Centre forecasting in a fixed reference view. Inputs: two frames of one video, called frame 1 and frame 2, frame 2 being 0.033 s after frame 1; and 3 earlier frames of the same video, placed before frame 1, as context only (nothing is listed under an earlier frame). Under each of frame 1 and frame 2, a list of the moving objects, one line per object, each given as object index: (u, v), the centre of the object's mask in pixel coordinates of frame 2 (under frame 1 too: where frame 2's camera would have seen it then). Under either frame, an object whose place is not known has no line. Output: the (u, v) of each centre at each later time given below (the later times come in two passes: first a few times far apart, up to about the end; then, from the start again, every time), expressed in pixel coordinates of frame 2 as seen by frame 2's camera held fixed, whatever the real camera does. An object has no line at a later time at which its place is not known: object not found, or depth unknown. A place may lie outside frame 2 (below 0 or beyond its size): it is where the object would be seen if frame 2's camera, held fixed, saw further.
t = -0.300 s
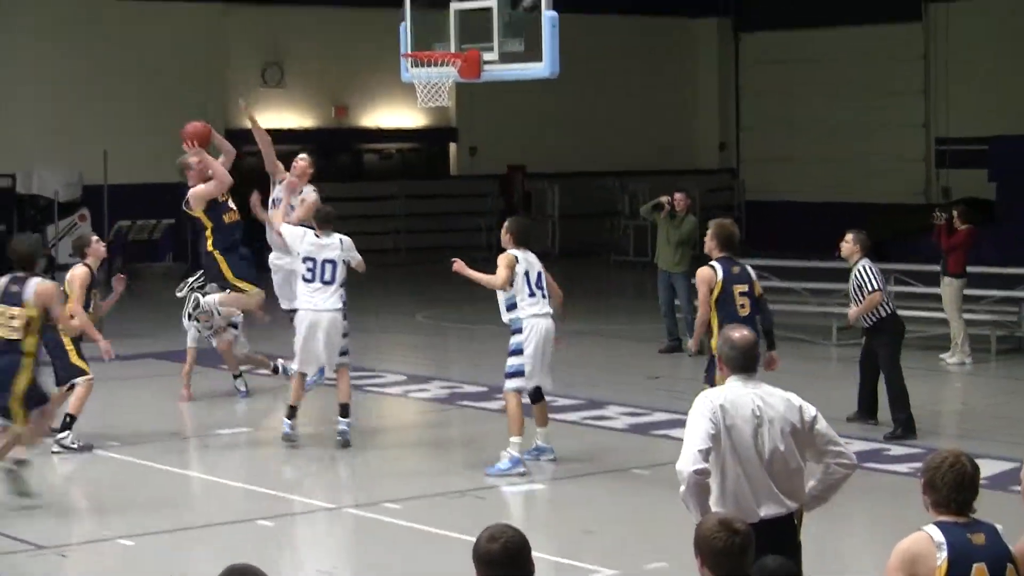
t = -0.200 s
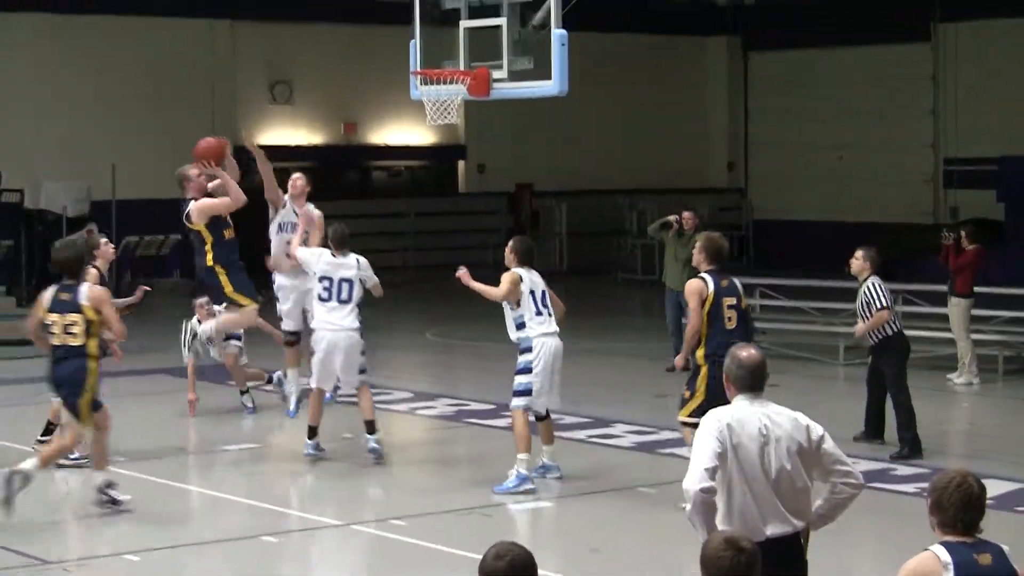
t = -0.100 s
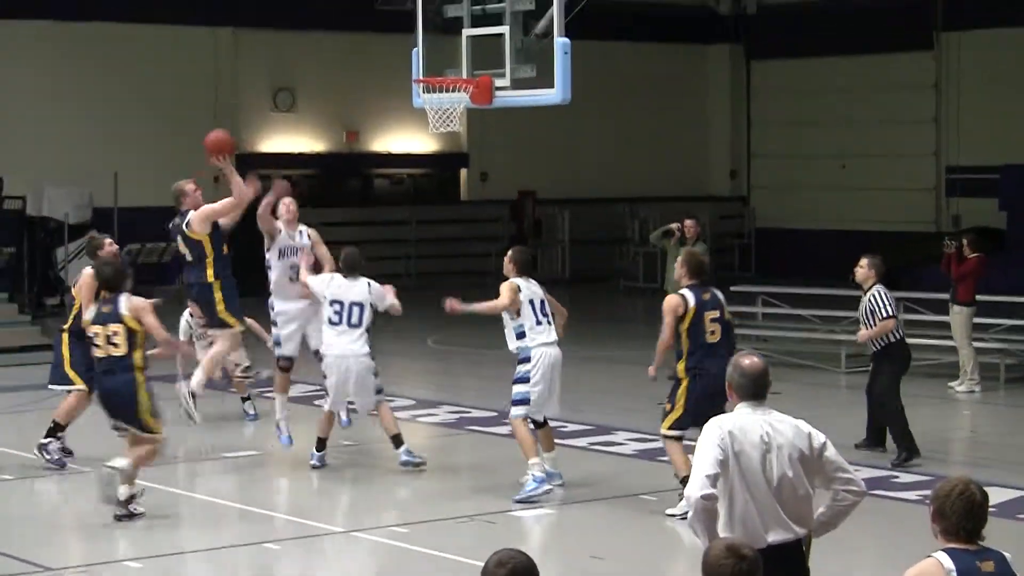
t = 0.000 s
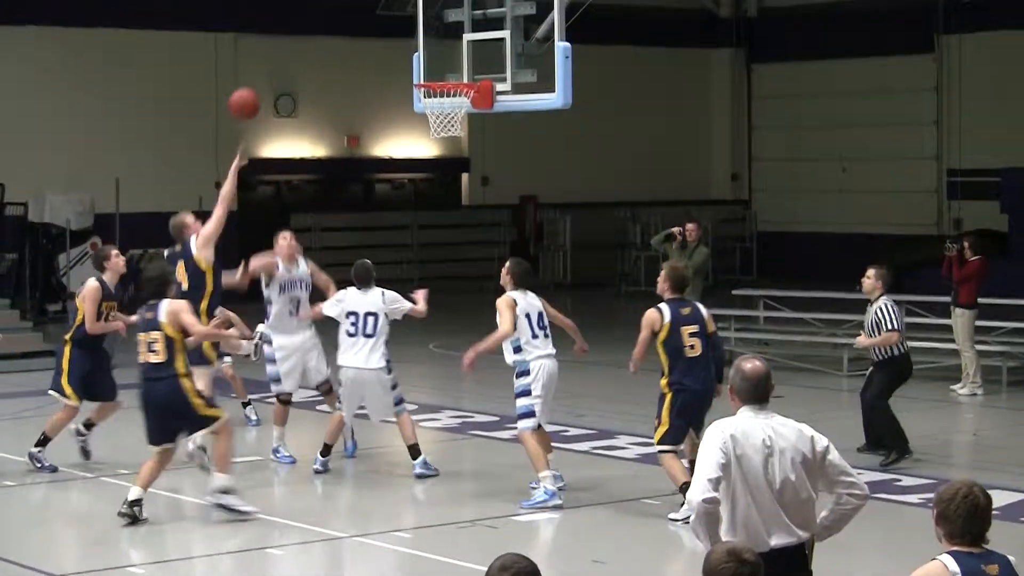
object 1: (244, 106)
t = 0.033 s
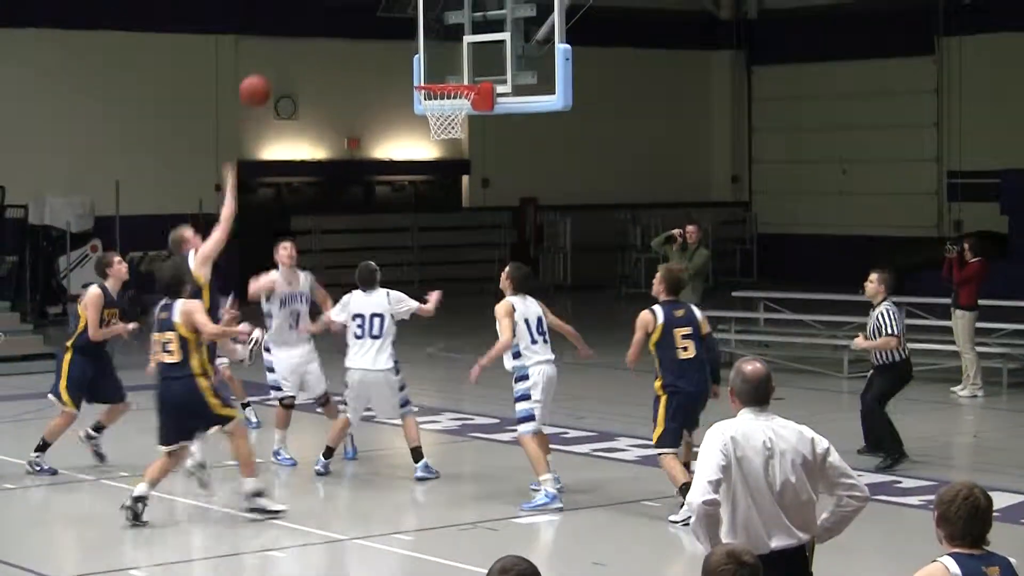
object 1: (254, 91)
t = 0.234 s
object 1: (312, 33)
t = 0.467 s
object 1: (380, 27)
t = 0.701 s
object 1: (441, 68)
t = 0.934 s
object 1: (494, 78)
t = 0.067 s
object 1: (263, 78)
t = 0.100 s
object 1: (274, 66)
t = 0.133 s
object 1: (284, 55)
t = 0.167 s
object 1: (294, 45)
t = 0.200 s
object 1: (302, 39)
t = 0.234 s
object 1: (312, 33)
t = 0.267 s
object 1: (322, 28)
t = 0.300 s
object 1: (332, 25)
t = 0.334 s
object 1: (341, 22)
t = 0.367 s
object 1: (351, 22)
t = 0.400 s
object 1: (361, 23)
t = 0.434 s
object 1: (370, 24)
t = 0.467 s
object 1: (380, 27)
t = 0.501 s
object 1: (389, 34)
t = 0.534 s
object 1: (398, 41)
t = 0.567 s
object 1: (407, 49)
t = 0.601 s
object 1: (416, 58)
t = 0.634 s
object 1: (426, 70)
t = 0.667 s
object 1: (434, 71)
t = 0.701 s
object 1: (441, 68)
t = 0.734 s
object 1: (449, 65)
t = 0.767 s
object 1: (457, 64)
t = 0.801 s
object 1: (464, 64)
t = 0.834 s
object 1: (472, 65)
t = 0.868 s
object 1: (480, 69)
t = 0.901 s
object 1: (486, 73)
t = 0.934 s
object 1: (494, 78)
